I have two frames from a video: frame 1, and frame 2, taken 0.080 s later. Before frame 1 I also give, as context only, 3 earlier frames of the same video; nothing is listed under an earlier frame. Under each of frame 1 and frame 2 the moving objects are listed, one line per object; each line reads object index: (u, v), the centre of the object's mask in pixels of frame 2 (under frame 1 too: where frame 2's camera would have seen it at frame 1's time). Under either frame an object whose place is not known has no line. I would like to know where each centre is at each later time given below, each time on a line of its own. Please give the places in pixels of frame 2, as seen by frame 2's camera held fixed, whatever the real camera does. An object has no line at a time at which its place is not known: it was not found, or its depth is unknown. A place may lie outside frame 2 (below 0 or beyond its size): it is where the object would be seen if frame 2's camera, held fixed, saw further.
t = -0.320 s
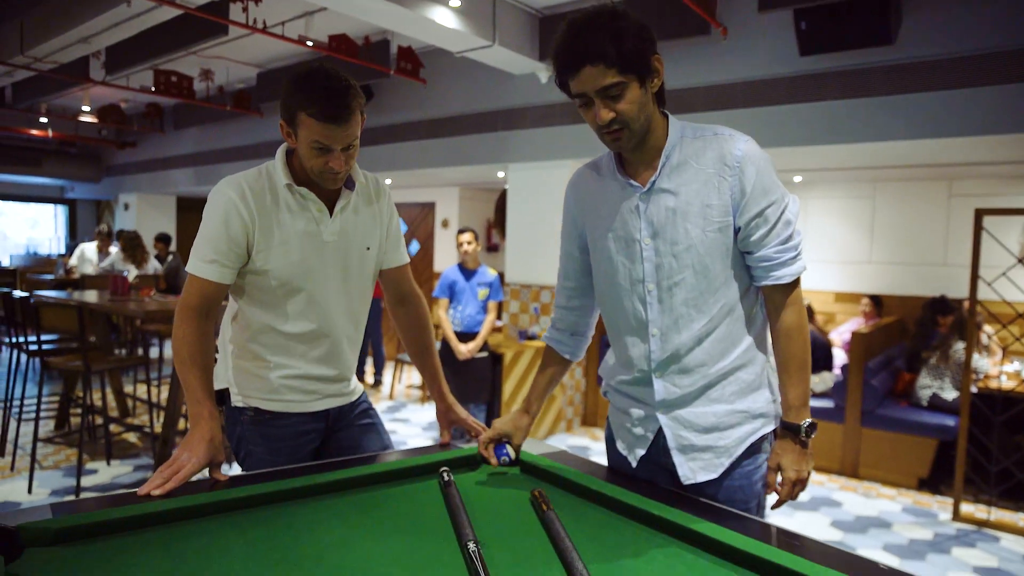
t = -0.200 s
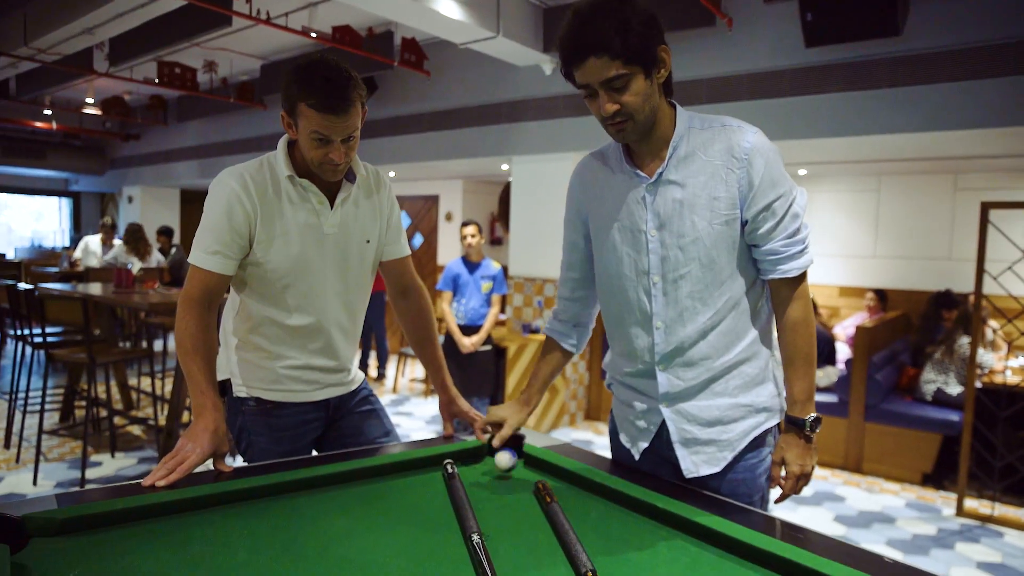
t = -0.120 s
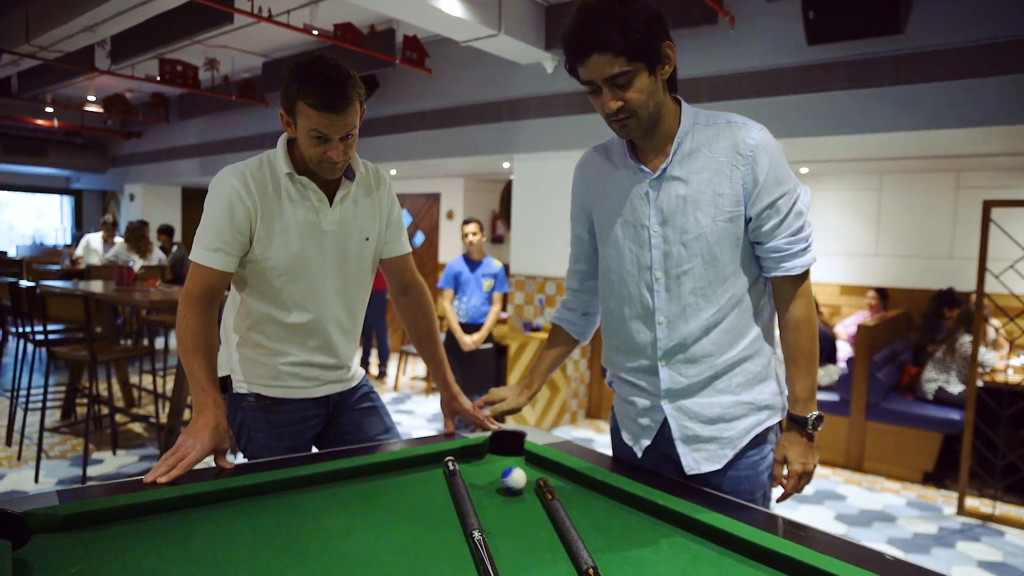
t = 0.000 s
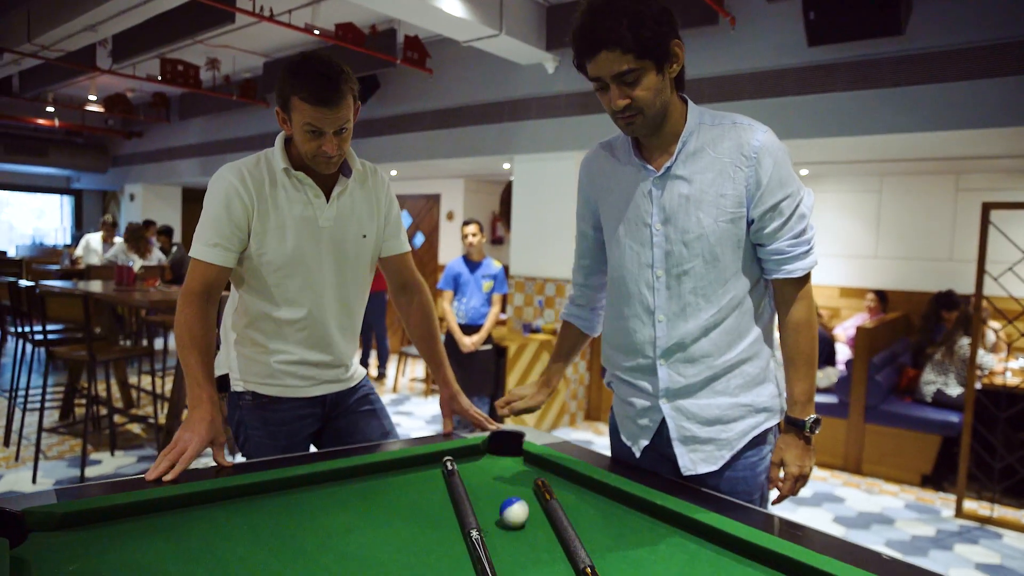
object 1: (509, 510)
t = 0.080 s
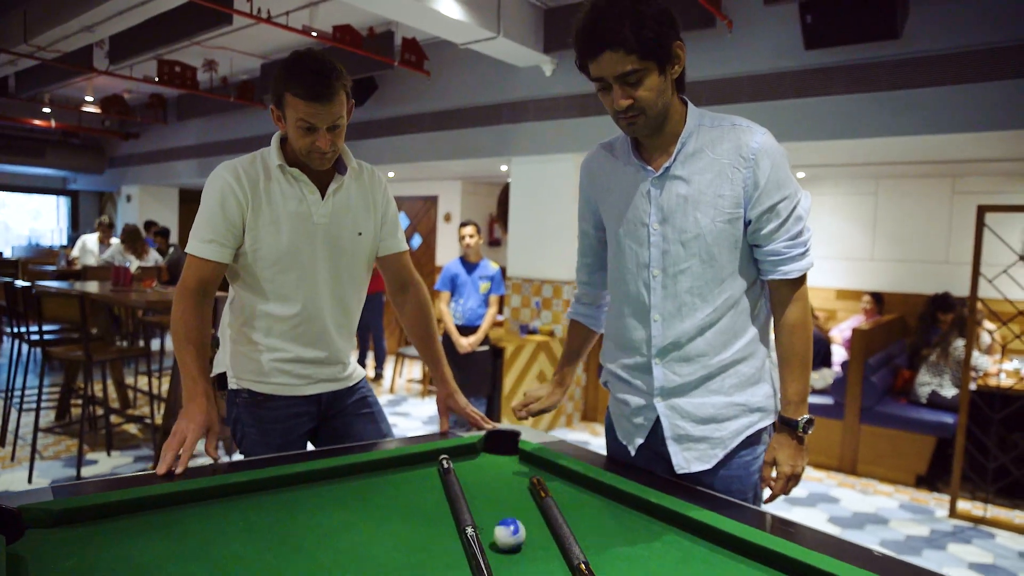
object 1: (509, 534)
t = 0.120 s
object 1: (510, 548)
